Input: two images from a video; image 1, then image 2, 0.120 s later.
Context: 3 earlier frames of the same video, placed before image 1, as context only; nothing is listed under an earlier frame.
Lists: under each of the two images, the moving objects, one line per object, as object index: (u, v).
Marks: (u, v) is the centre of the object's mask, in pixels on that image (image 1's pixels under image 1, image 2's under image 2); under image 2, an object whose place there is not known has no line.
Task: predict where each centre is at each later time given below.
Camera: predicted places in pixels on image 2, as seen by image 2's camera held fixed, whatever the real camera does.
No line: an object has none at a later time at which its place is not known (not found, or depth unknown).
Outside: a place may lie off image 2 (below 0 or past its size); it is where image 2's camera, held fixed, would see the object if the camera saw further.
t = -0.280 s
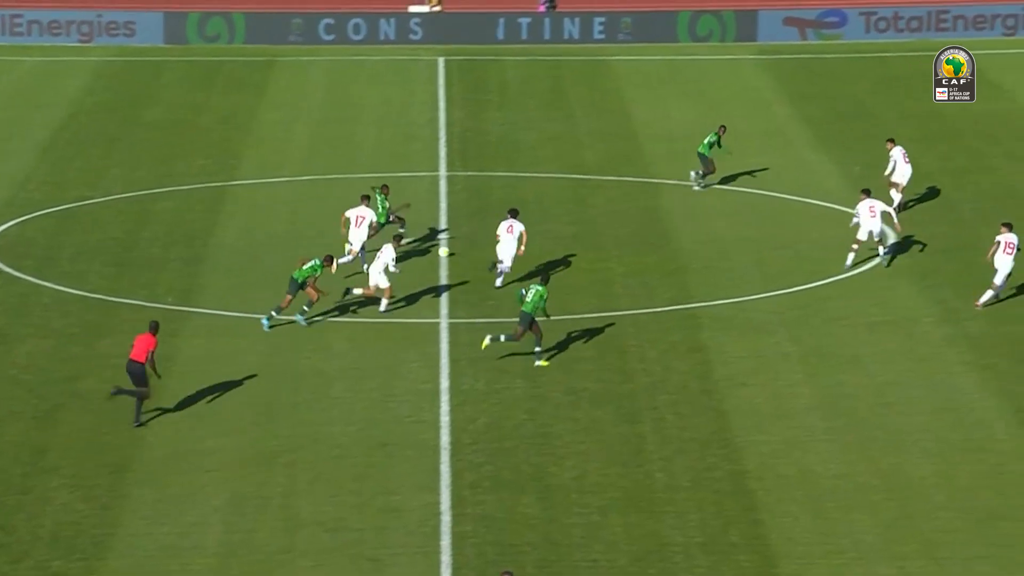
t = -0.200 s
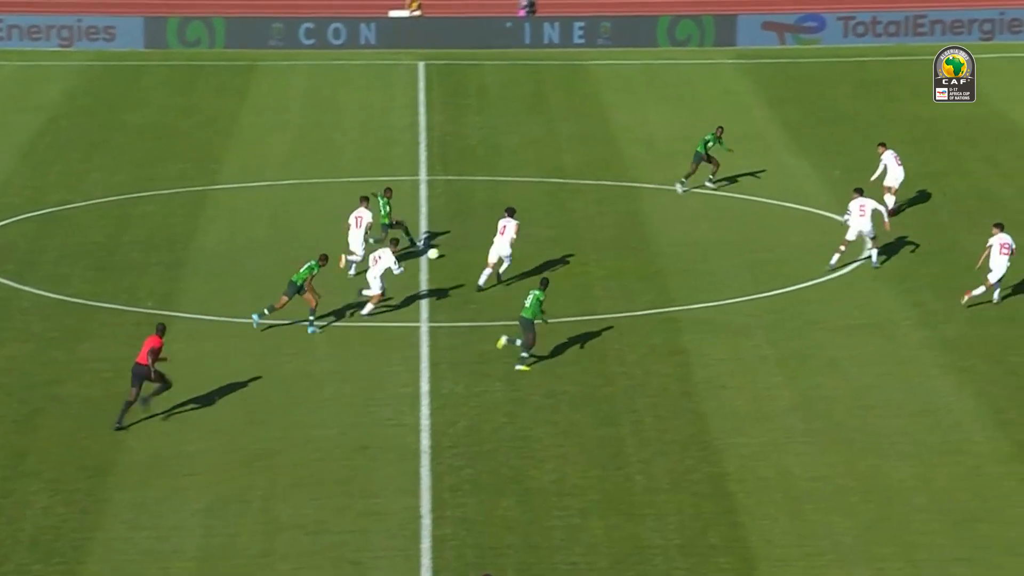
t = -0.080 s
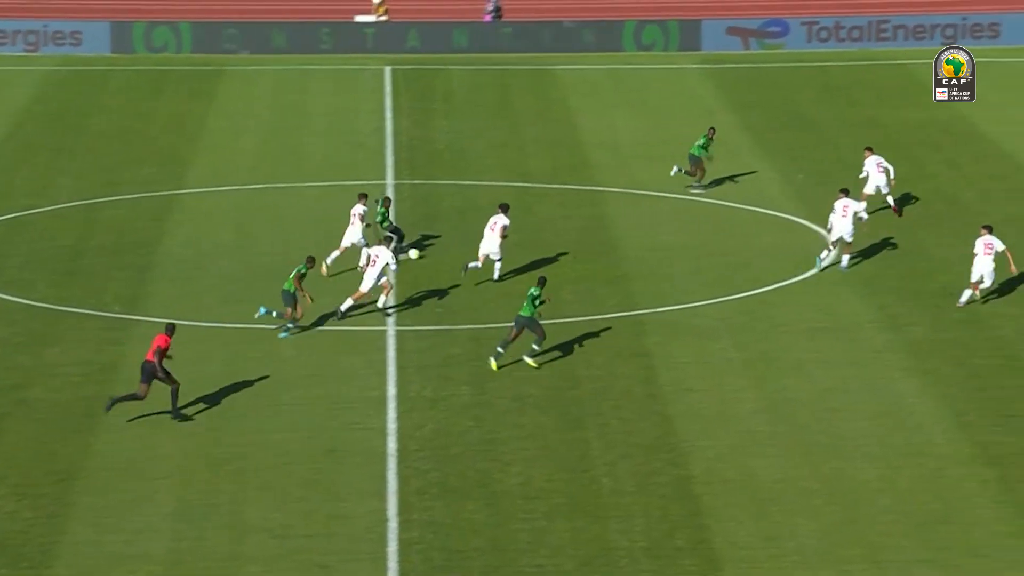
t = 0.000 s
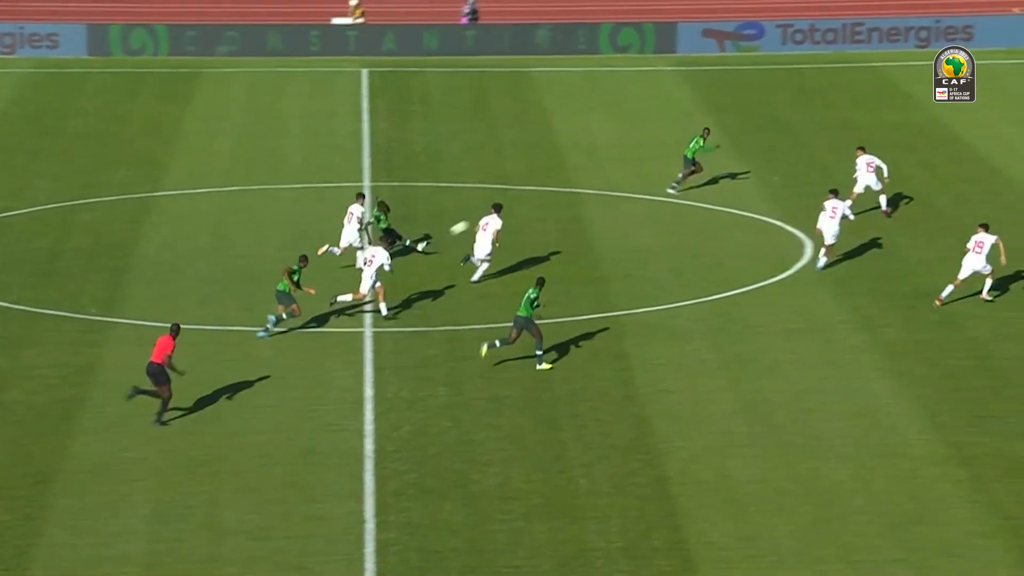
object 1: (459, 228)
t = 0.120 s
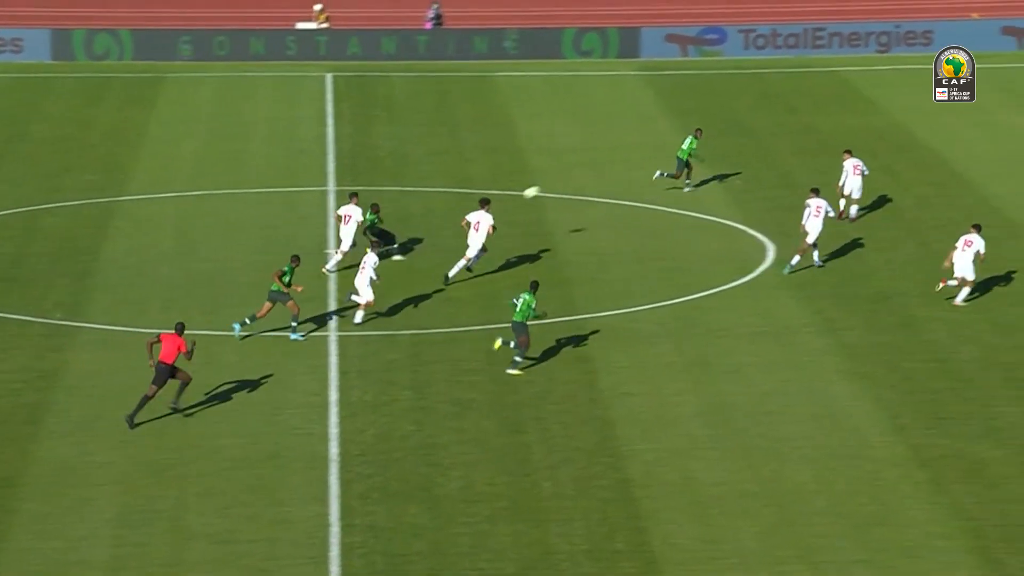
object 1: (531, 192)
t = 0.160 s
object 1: (565, 180)
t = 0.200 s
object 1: (597, 169)
